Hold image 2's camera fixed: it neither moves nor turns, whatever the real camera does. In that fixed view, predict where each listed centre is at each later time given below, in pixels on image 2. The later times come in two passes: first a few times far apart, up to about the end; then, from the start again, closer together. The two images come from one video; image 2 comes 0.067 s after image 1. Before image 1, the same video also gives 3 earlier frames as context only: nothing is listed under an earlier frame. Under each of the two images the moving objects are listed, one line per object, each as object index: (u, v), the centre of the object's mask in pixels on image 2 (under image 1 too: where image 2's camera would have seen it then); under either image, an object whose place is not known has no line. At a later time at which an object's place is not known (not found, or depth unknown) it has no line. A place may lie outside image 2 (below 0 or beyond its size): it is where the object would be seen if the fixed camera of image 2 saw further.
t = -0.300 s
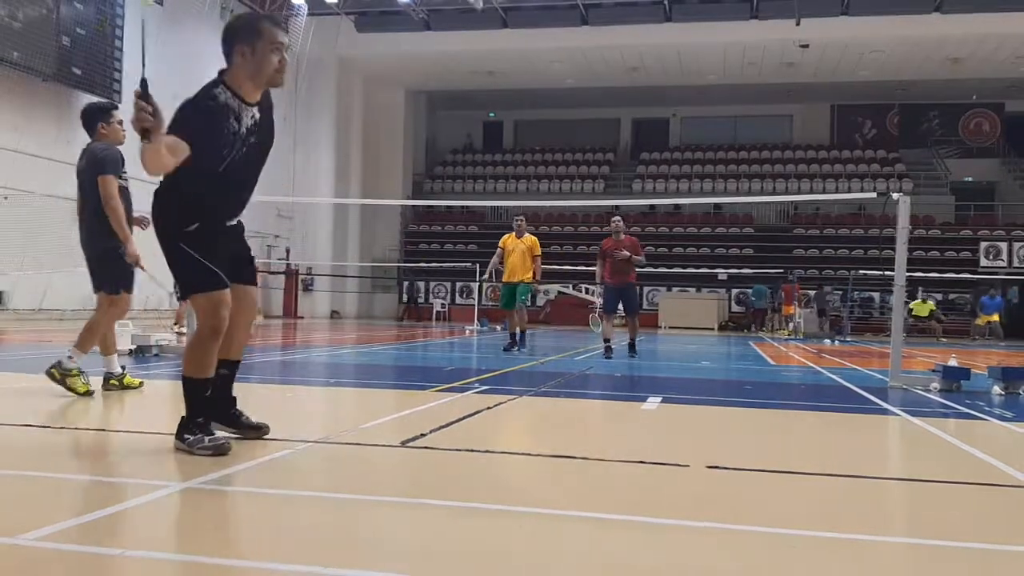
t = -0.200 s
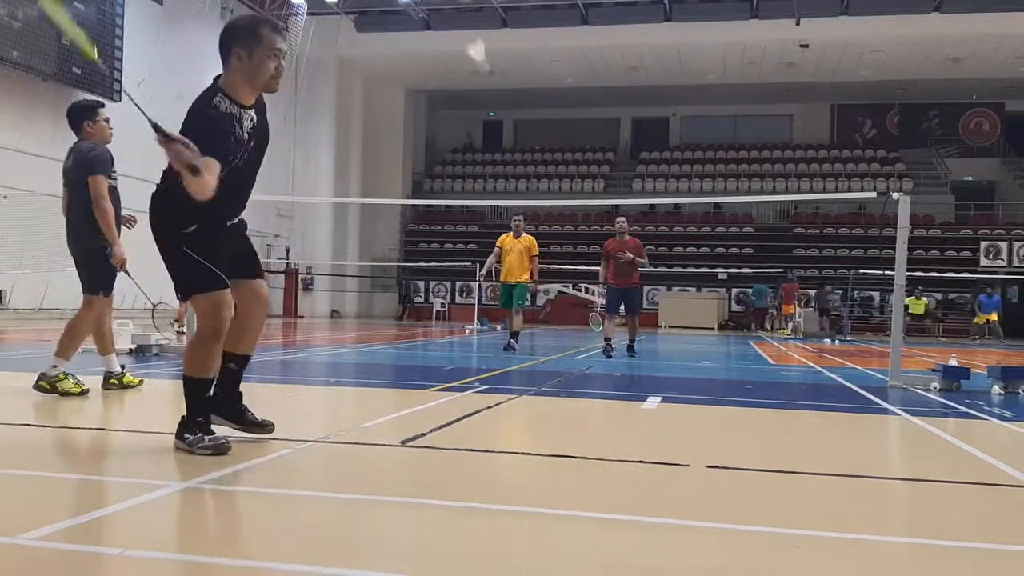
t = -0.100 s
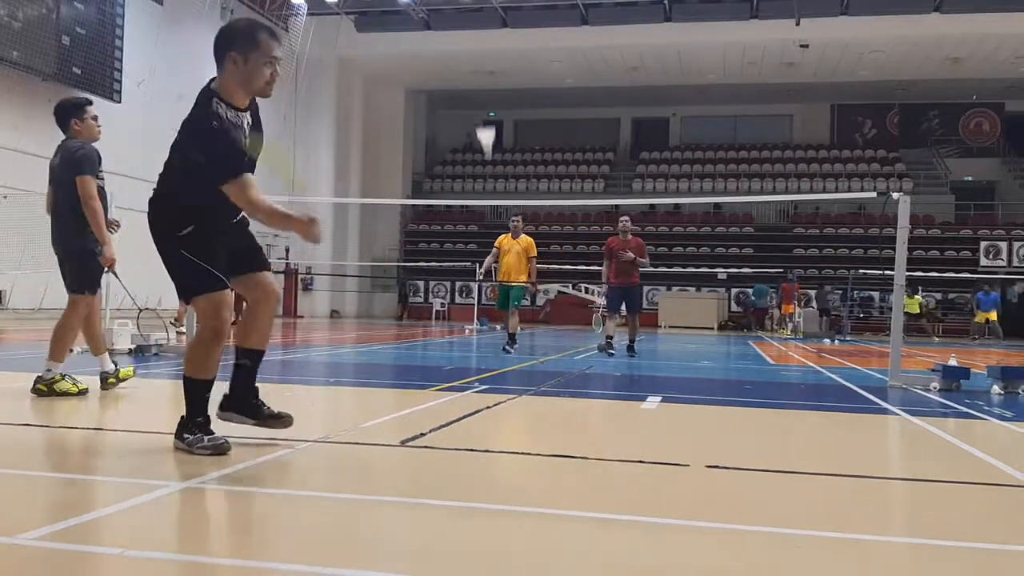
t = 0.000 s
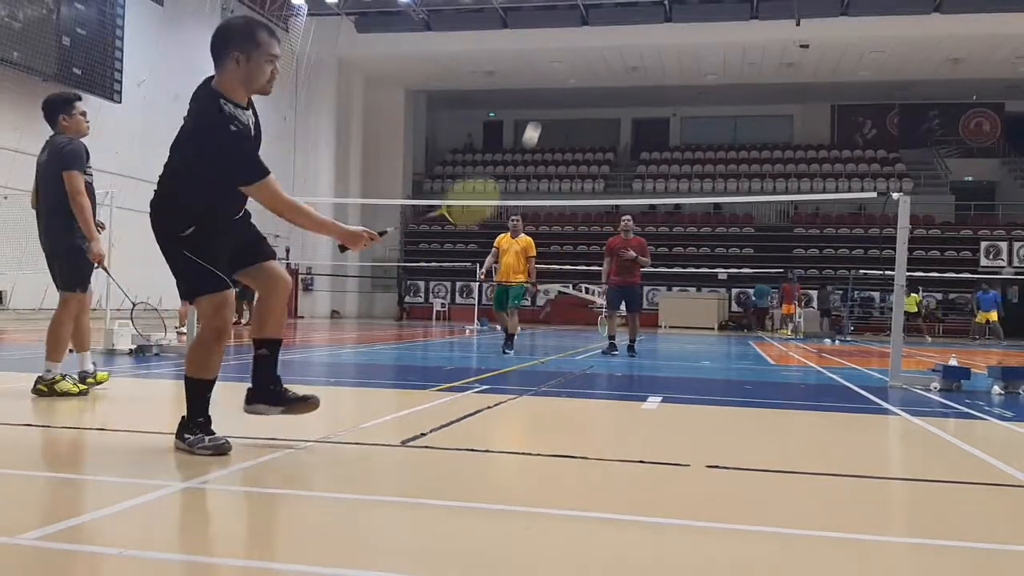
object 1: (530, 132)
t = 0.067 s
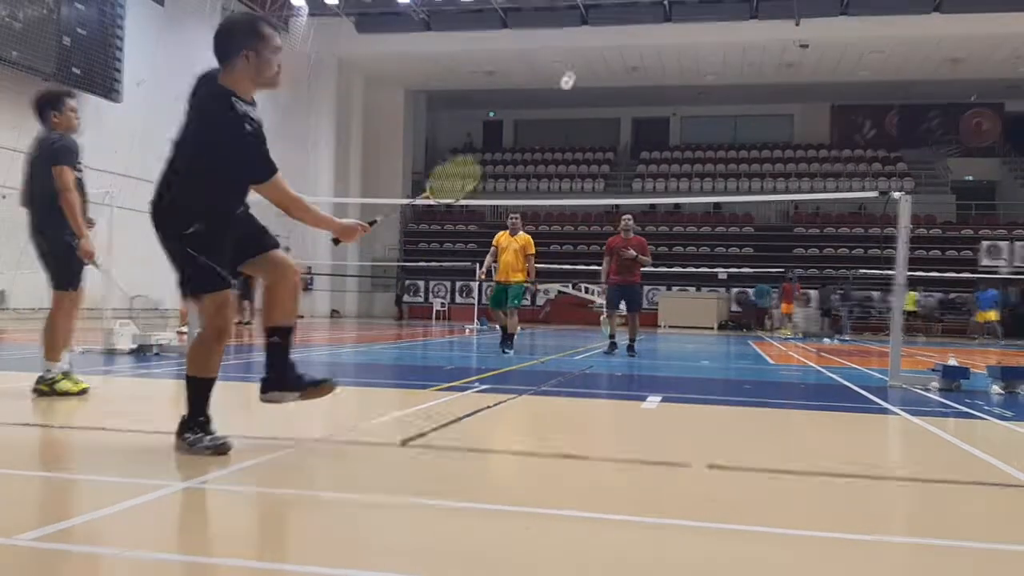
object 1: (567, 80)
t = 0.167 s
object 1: (591, 51)
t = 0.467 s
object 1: (622, 69)
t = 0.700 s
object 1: (632, 125)
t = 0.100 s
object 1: (577, 67)
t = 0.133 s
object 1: (585, 58)
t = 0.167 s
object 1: (591, 51)
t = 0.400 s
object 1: (618, 58)
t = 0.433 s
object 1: (620, 63)
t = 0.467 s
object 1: (622, 69)
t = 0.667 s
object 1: (631, 115)
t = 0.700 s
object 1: (632, 125)
